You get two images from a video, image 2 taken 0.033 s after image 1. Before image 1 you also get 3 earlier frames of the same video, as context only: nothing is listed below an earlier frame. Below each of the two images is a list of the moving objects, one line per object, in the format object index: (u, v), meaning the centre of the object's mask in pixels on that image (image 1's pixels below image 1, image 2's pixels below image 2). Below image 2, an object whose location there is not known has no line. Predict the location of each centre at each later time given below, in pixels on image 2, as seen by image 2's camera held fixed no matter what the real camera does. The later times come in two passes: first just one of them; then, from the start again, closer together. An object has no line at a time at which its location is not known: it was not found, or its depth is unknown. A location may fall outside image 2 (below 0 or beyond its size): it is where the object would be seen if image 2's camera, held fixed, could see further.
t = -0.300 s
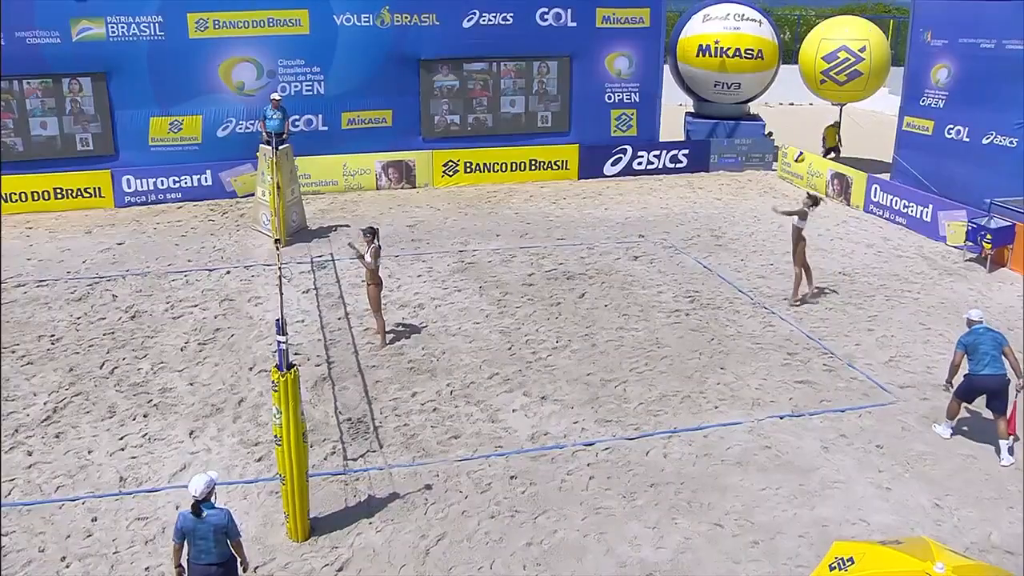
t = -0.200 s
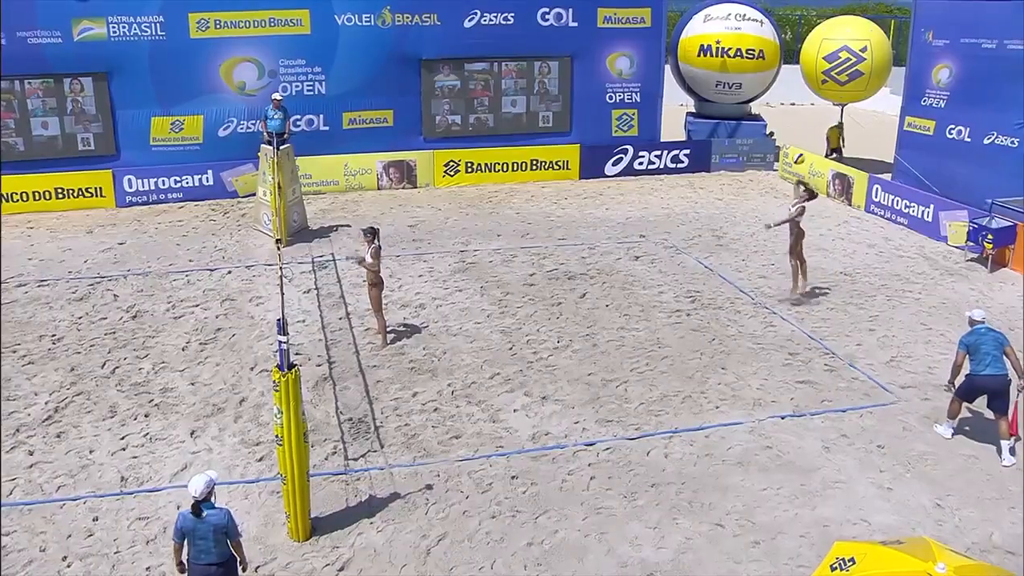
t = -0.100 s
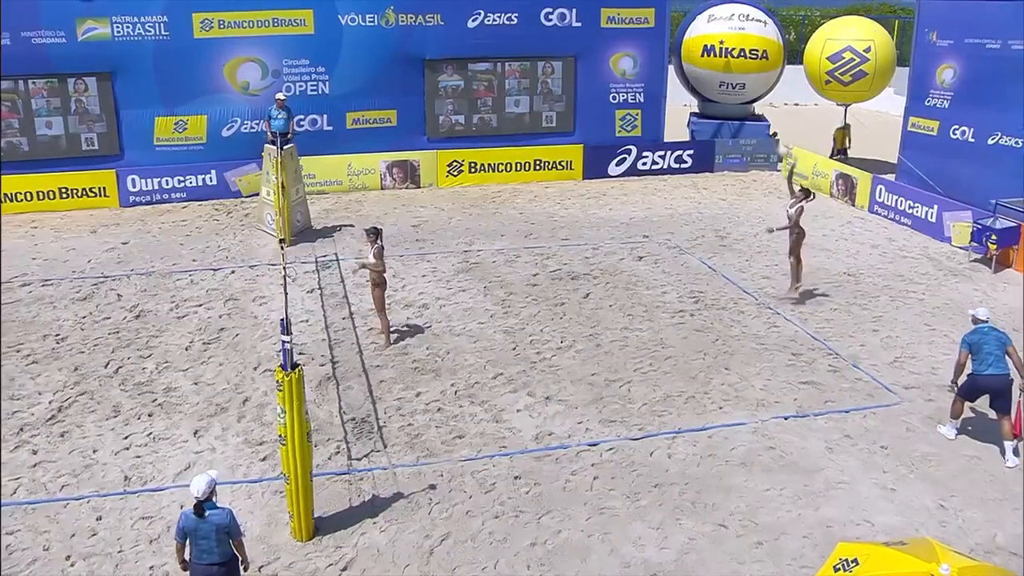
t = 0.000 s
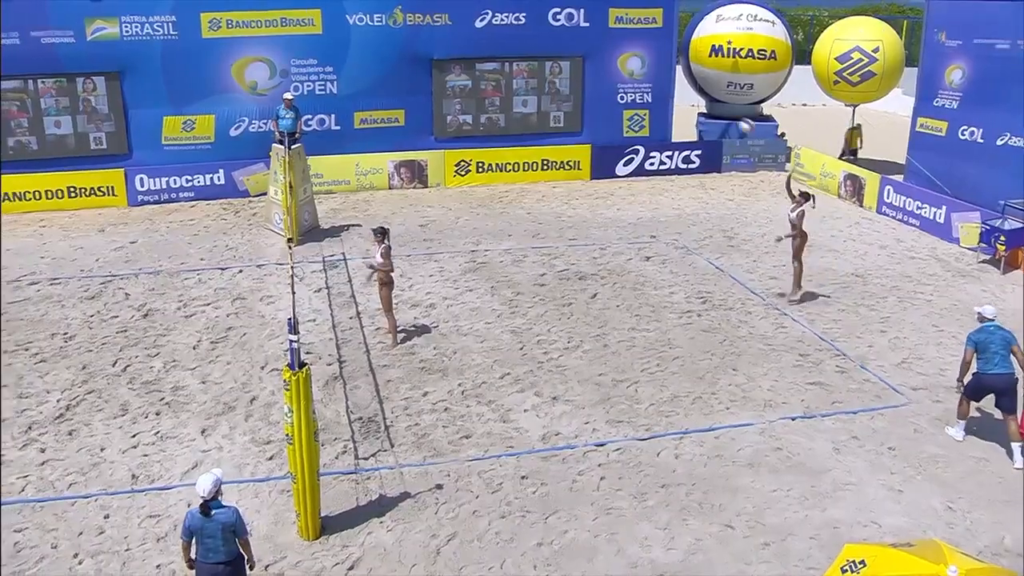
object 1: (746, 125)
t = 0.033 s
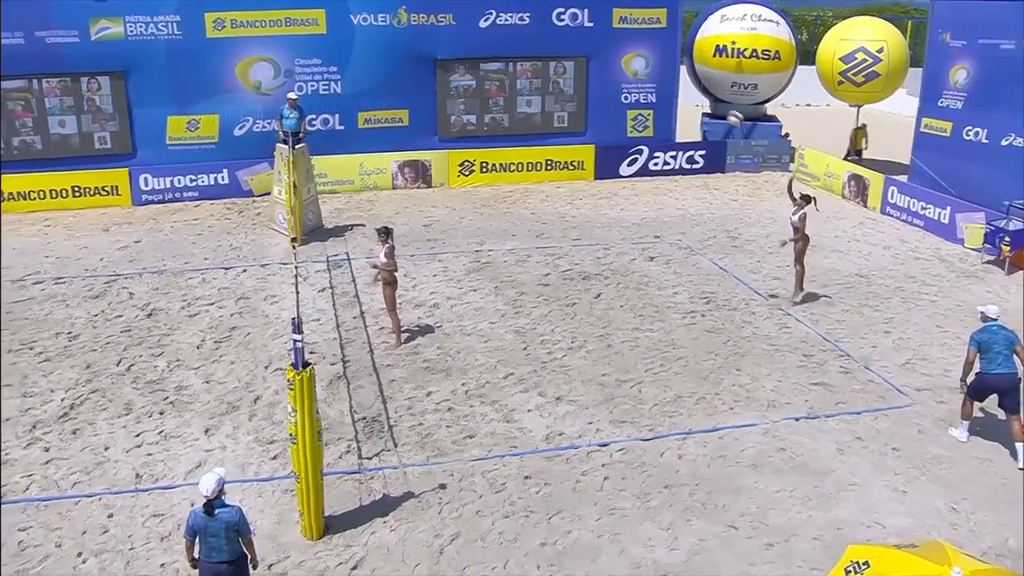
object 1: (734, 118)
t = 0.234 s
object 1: (636, 82)
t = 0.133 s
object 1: (687, 97)
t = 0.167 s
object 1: (671, 93)
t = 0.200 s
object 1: (653, 86)
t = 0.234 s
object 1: (636, 82)
